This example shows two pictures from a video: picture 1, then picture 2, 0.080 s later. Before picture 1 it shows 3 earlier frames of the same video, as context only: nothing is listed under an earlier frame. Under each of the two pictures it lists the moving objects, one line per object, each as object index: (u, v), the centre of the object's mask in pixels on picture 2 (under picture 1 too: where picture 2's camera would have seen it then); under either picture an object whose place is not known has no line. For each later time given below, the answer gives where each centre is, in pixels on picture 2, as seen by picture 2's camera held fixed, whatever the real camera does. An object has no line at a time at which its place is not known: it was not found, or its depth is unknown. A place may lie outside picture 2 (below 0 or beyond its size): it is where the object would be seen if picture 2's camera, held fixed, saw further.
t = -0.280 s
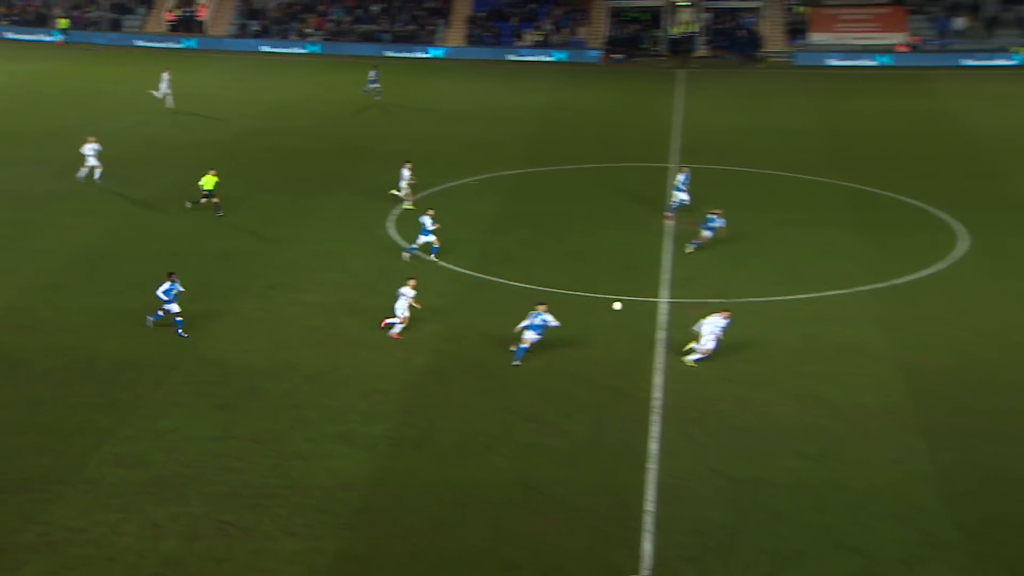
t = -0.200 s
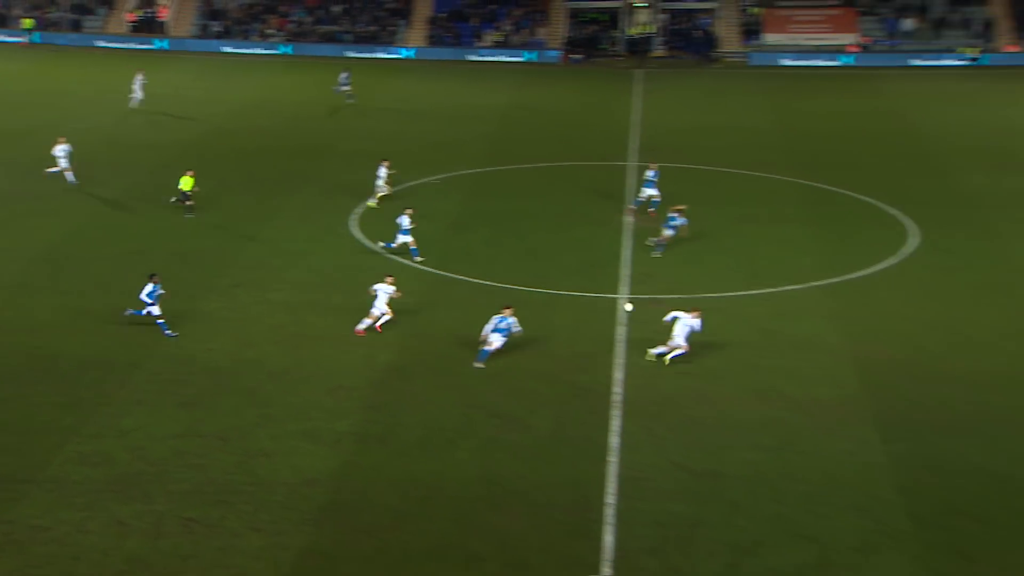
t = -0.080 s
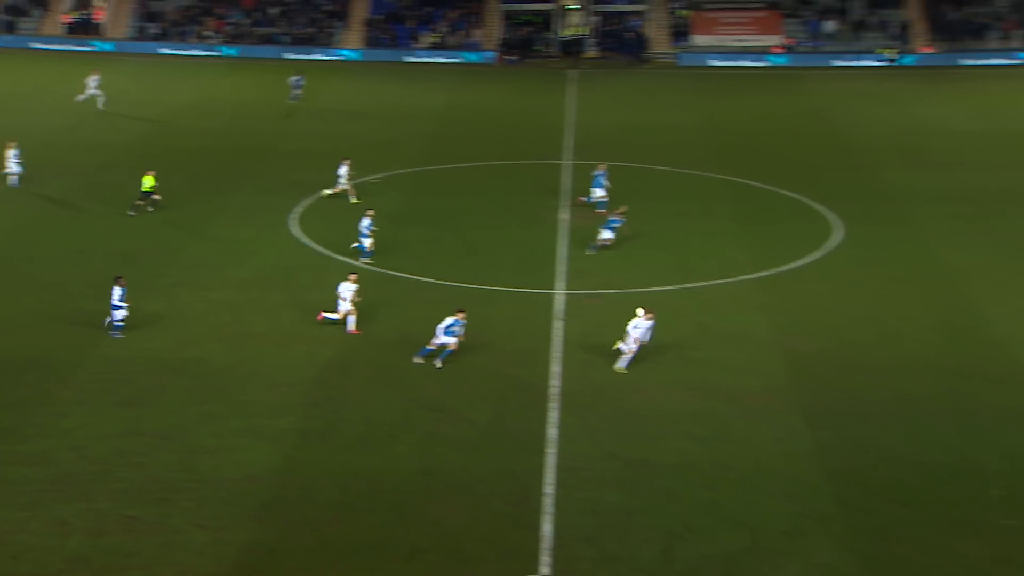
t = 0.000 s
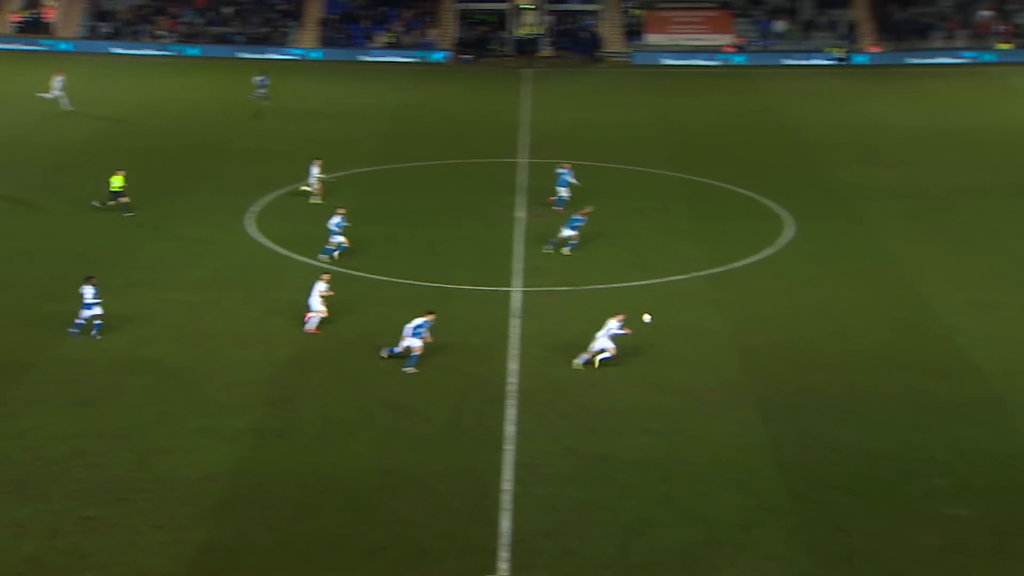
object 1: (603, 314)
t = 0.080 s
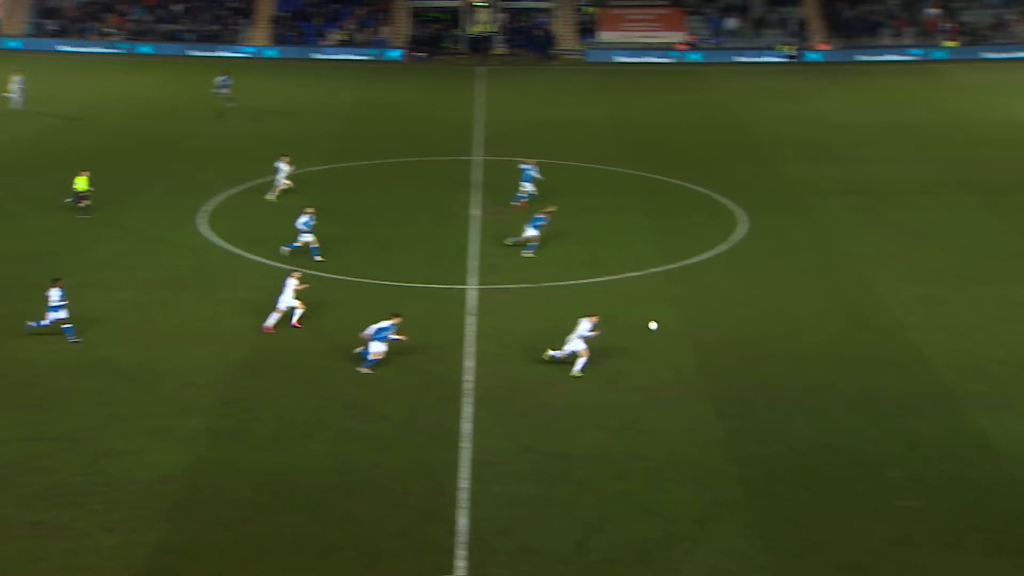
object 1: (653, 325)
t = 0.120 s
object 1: (678, 331)
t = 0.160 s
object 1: (703, 339)
